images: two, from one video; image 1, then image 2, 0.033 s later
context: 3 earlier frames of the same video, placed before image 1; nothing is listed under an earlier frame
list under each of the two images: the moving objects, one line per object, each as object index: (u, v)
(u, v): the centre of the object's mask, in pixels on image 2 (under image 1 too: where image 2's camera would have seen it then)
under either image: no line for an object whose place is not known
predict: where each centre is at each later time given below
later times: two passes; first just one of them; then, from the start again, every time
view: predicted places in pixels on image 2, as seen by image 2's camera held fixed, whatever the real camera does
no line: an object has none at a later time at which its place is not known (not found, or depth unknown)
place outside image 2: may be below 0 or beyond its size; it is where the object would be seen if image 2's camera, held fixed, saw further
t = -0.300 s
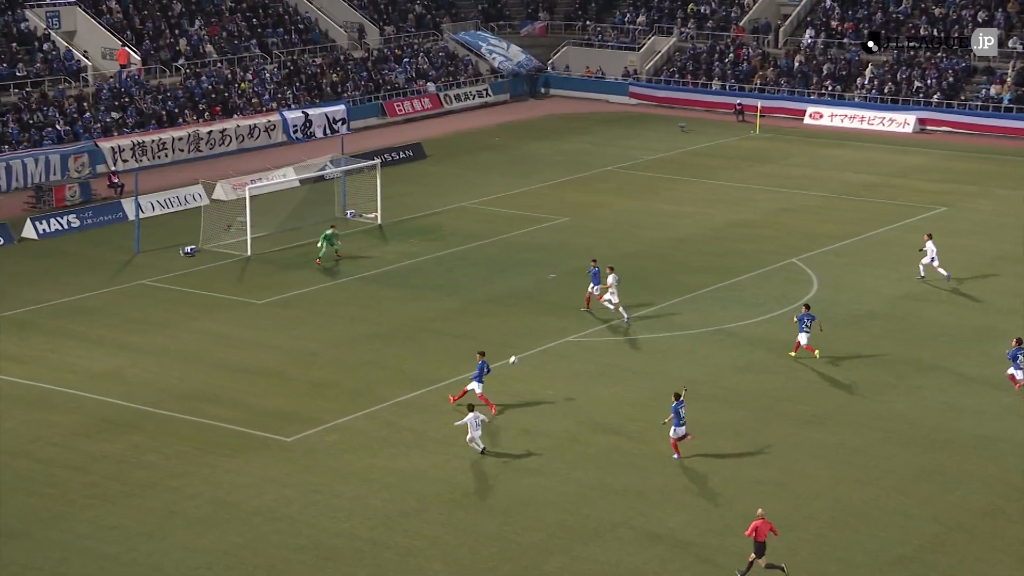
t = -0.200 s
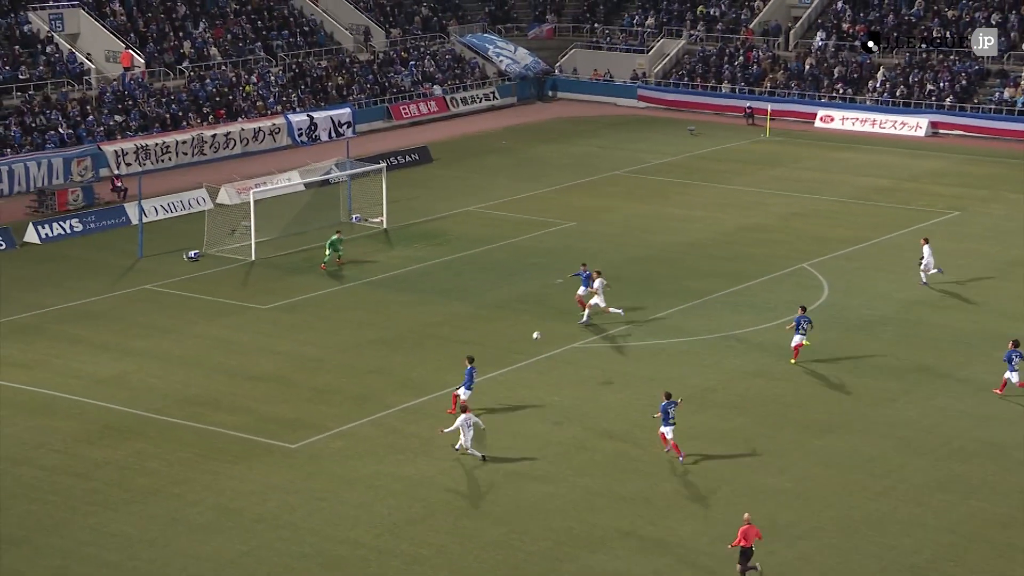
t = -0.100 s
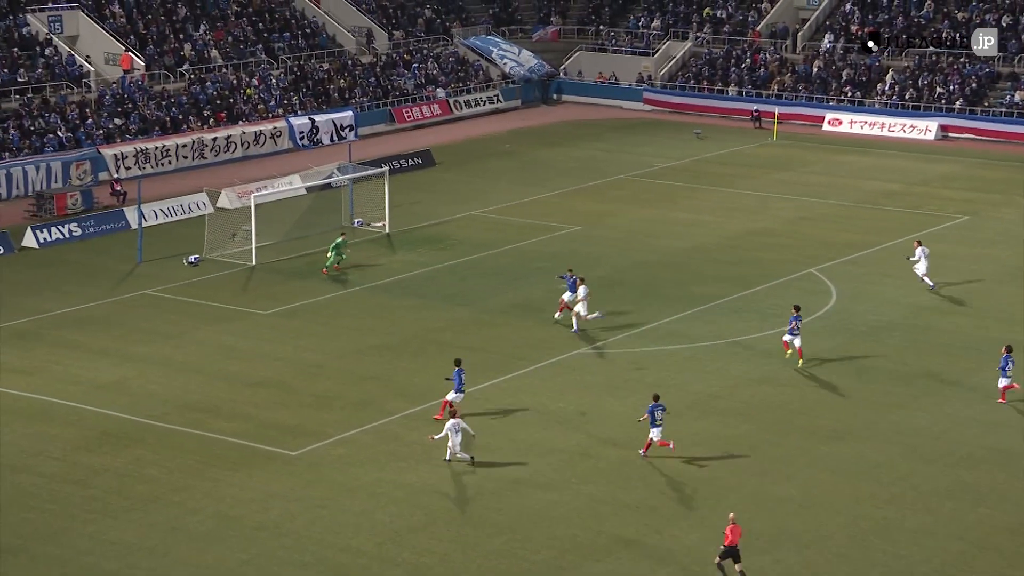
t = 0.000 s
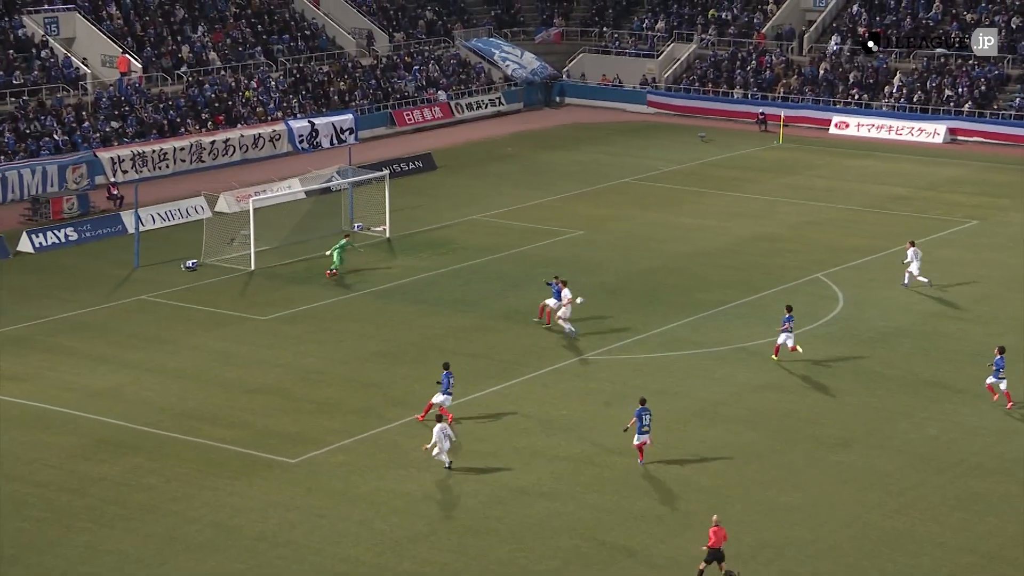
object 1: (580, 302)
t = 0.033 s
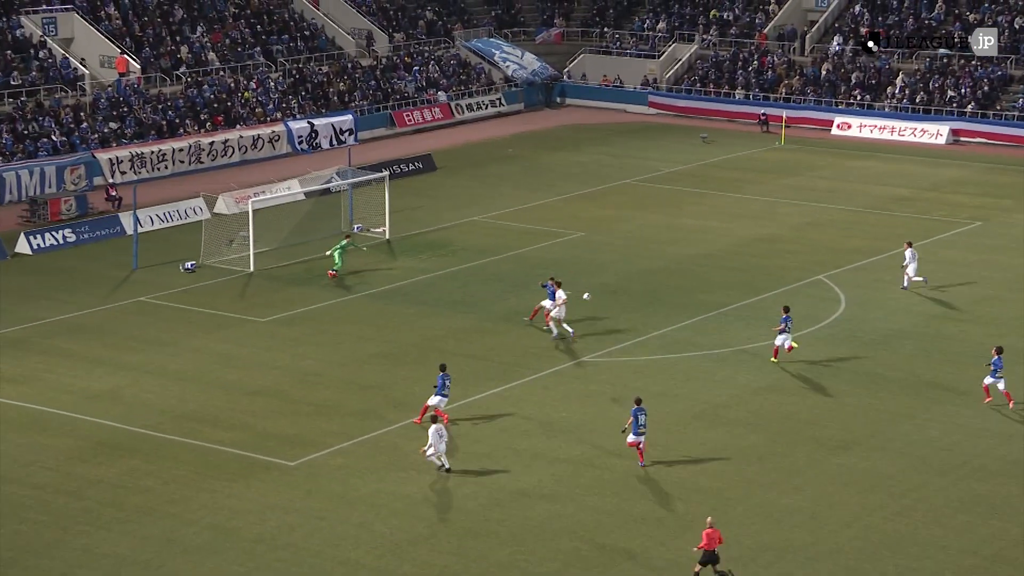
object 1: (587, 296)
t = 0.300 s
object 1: (640, 267)
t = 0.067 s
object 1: (593, 292)
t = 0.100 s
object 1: (600, 287)
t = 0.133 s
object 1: (606, 282)
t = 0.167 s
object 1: (612, 278)
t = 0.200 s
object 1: (619, 275)
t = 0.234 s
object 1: (626, 271)
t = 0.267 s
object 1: (633, 269)
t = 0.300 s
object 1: (640, 267)
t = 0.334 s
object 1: (647, 265)
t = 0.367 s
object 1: (654, 263)
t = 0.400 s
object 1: (661, 263)
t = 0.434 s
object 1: (668, 261)
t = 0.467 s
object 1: (675, 260)
